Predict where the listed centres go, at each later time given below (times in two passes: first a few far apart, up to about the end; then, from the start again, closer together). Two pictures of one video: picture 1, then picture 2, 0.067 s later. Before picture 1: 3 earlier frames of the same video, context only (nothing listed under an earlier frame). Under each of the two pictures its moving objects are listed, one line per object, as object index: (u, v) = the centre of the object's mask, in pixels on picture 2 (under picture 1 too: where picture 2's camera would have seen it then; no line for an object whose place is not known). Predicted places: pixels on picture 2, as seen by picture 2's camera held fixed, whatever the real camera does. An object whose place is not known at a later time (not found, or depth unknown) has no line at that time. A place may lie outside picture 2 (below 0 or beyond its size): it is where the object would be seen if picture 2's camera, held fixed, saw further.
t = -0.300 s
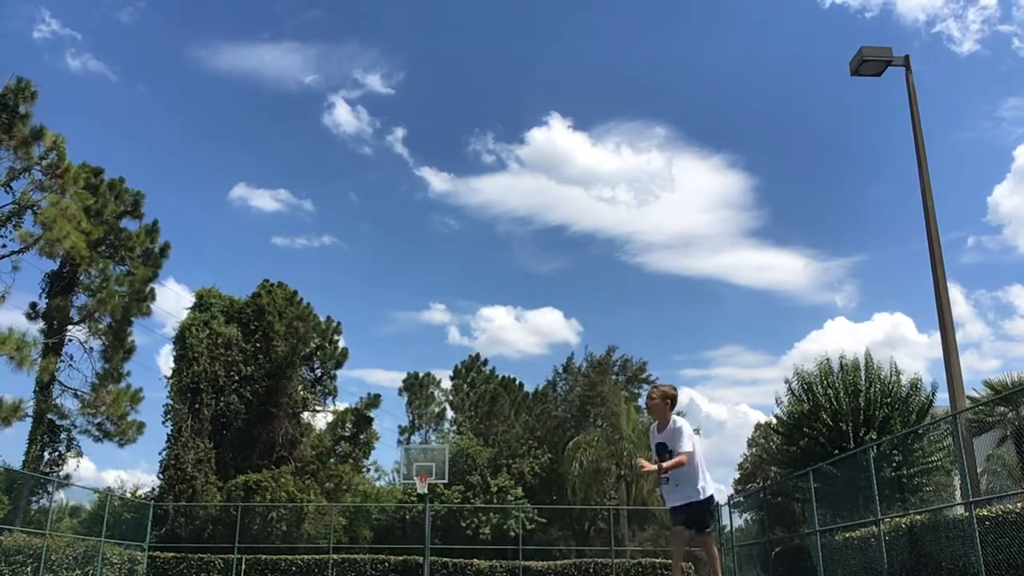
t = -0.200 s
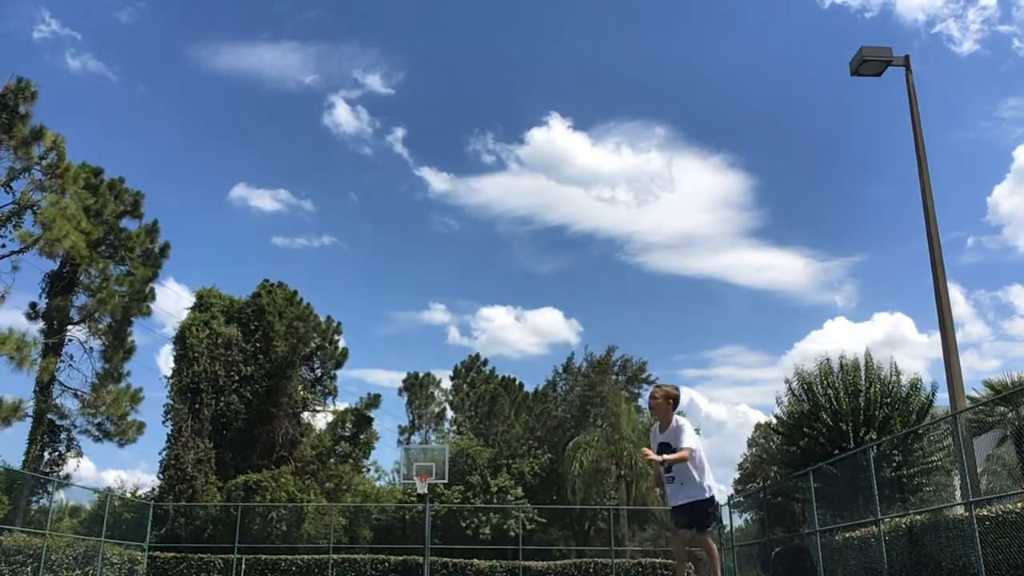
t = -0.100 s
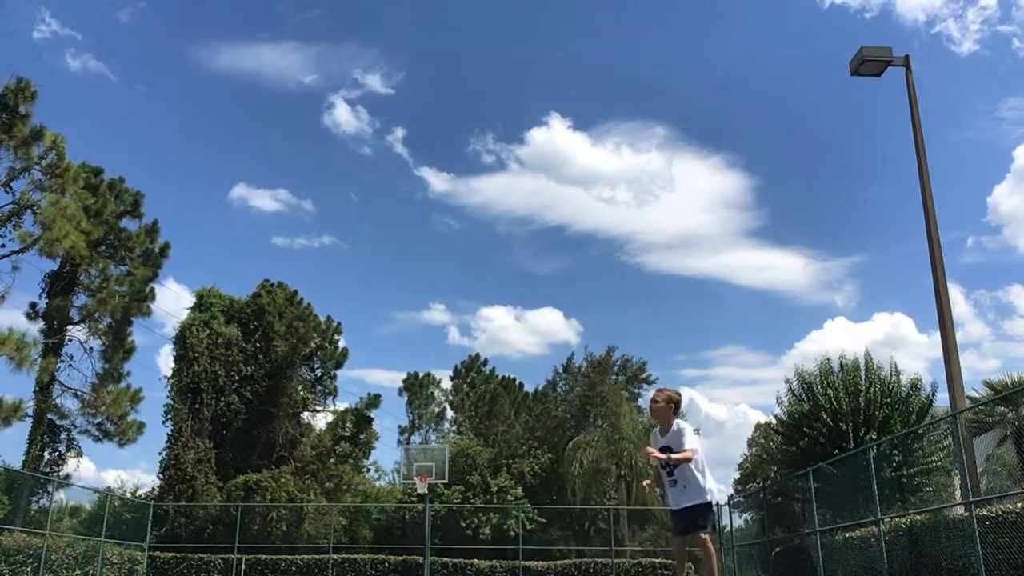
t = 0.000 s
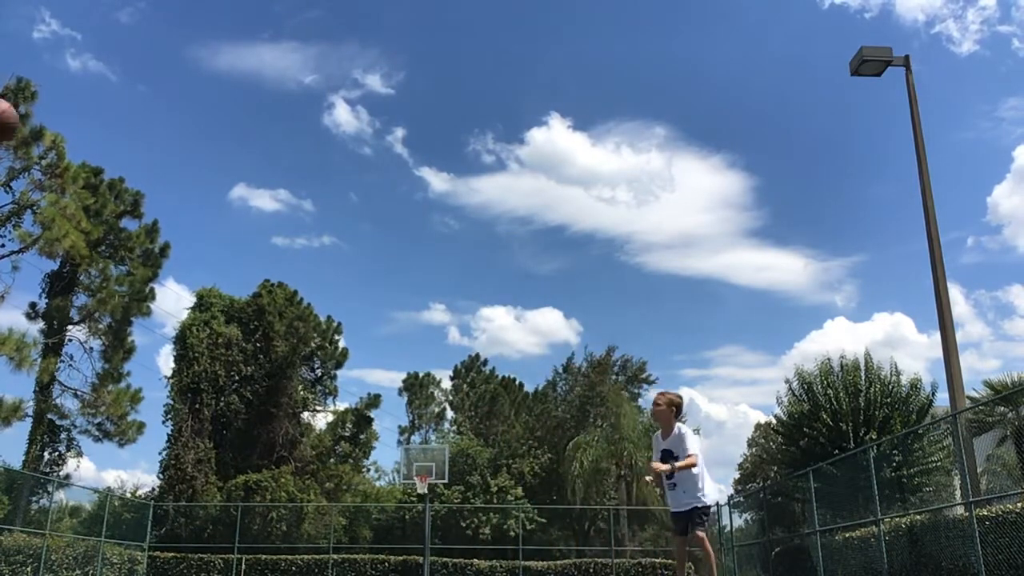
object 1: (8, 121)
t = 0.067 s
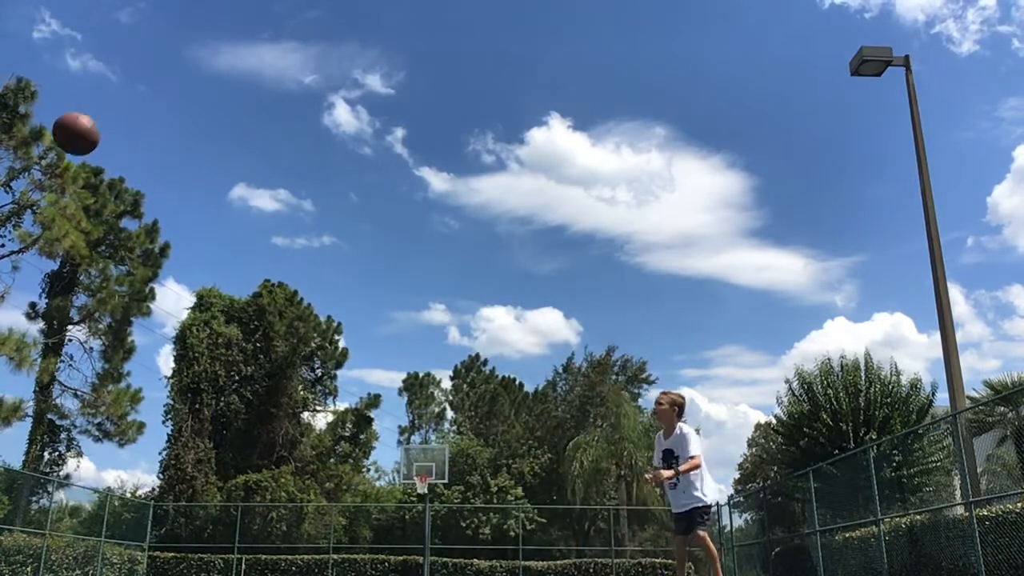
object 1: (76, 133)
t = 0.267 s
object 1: (290, 216)
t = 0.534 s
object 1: (526, 406)
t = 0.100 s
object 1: (115, 143)
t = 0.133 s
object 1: (152, 155)
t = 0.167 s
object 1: (188, 168)
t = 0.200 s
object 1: (223, 182)
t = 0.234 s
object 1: (257, 198)
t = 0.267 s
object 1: (290, 216)
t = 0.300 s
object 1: (322, 234)
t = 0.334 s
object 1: (353, 254)
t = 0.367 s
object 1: (383, 276)
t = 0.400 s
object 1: (413, 299)
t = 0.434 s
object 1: (442, 324)
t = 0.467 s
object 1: (470, 350)
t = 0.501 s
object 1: (499, 378)
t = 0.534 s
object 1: (526, 406)
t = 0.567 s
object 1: (553, 435)
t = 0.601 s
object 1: (580, 470)
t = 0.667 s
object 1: (635, 541)
